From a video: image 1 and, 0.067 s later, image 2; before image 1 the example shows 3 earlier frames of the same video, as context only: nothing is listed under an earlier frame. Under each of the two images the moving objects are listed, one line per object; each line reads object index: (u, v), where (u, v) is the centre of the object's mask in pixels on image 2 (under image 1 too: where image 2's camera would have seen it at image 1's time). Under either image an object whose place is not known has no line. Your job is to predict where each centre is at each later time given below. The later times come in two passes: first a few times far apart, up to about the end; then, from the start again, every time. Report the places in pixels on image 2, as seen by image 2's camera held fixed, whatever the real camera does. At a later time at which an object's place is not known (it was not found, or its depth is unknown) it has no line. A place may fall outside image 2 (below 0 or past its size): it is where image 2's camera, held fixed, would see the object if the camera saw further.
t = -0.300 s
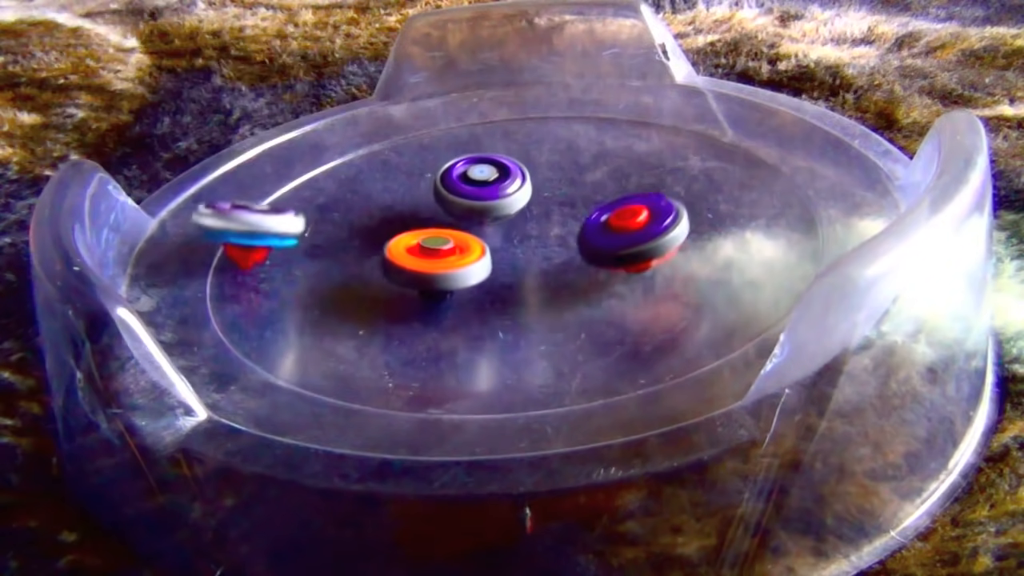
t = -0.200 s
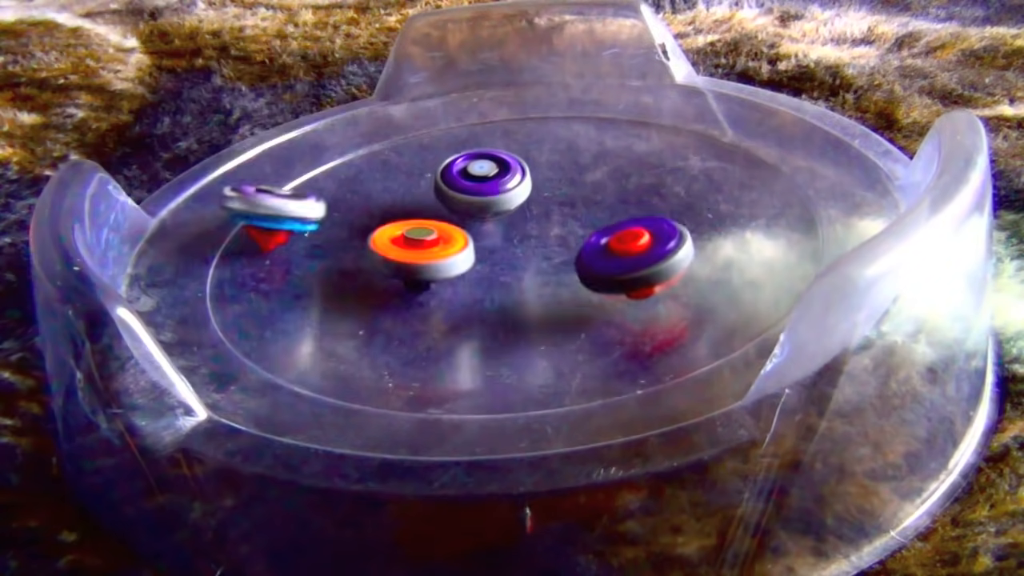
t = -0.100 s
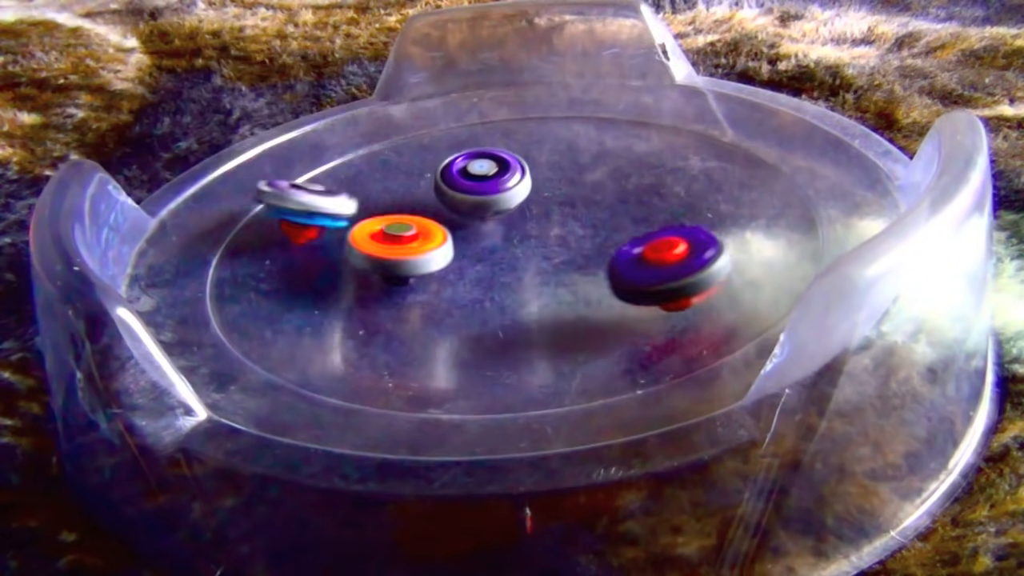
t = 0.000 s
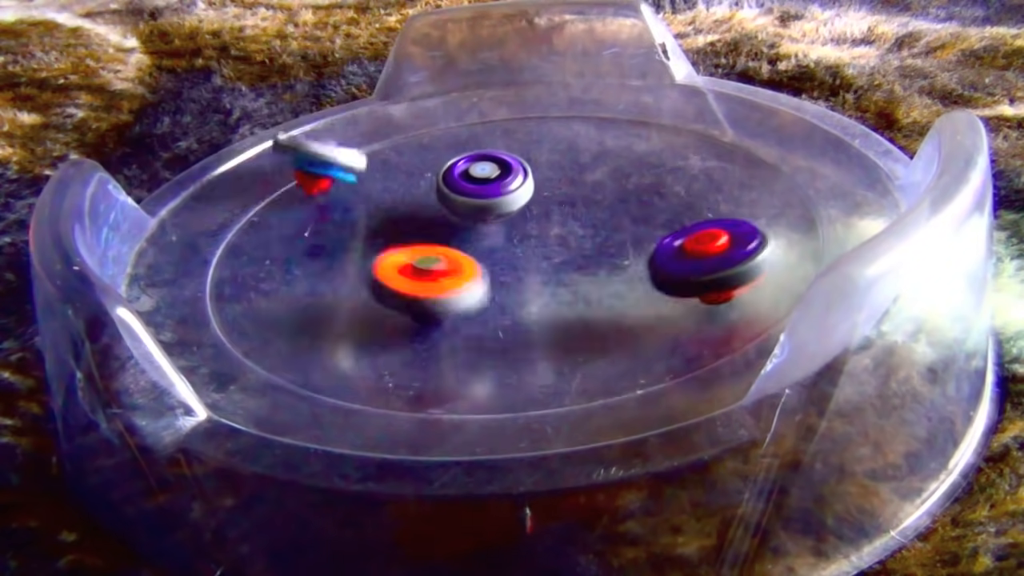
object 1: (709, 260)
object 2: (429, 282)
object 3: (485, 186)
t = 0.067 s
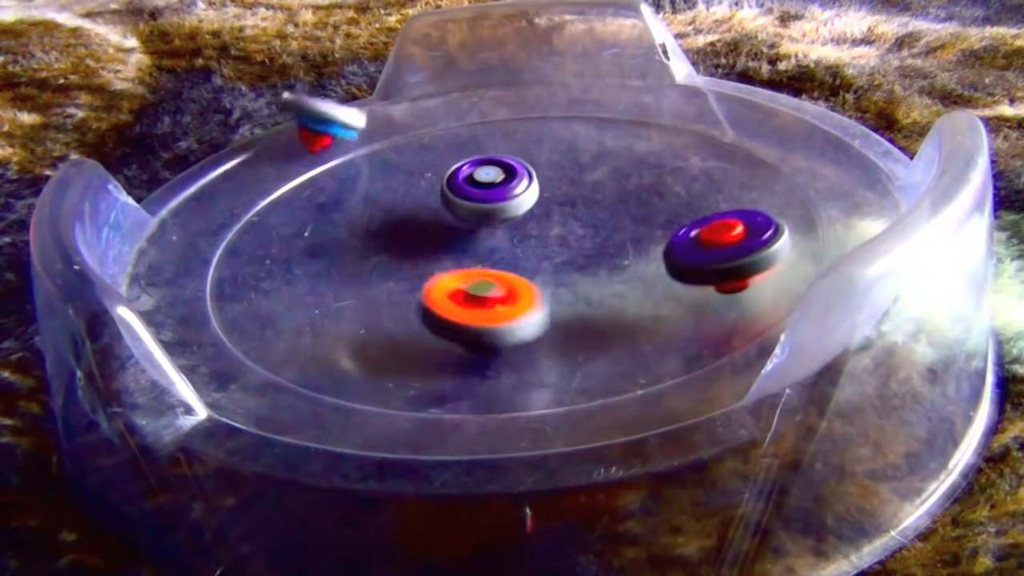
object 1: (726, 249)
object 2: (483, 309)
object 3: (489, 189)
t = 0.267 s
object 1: (686, 213)
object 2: (583, 283)
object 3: (521, 199)
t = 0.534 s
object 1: (648, 179)
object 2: (504, 254)
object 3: (464, 200)
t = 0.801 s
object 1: (574, 217)
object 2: (593, 286)
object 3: (468, 184)
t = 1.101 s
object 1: (567, 272)
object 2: (745, 232)
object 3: (324, 234)
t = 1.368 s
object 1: (697, 238)
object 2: (638, 175)
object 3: (543, 292)
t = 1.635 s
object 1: (696, 168)
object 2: (488, 186)
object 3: (601, 215)
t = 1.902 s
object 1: (525, 172)
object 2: (274, 250)
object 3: (480, 233)
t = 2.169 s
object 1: (376, 238)
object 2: (282, 322)
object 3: (581, 291)
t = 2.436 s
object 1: (486, 303)
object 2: (399, 355)
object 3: (670, 207)
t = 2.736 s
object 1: (563, 253)
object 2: (541, 320)
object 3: (735, 208)
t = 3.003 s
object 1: (426, 264)
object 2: (577, 267)
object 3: (544, 198)
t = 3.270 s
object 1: (451, 327)
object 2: (509, 223)
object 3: (400, 246)
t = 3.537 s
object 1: (611, 276)
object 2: (434, 218)
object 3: (419, 305)
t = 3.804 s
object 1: (519, 215)
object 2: (386, 226)
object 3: (541, 288)
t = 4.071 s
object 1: (426, 208)
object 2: (331, 254)
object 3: (527, 240)
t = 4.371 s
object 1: (339, 207)
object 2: (417, 304)
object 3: (463, 236)
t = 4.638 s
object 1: (333, 268)
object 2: (583, 269)
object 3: (455, 232)
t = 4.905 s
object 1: (497, 281)
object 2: (636, 199)
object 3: (426, 223)
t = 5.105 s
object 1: (565, 226)
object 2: (574, 166)
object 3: (419, 227)
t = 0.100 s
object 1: (728, 244)
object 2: (513, 313)
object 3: (493, 191)
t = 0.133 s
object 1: (725, 238)
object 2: (542, 310)
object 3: (498, 193)
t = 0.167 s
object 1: (715, 233)
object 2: (568, 303)
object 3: (503, 195)
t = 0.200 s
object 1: (700, 231)
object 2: (588, 292)
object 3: (509, 197)
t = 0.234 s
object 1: (684, 228)
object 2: (600, 282)
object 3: (515, 198)
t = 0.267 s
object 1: (686, 213)
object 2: (583, 283)
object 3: (521, 199)
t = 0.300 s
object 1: (678, 202)
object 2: (570, 279)
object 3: (529, 198)
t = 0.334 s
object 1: (661, 196)
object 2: (562, 274)
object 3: (536, 198)
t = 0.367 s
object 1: (643, 195)
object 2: (558, 267)
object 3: (533, 197)
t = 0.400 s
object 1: (638, 196)
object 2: (559, 257)
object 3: (518, 195)
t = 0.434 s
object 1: (623, 198)
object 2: (556, 250)
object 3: (510, 195)
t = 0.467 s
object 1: (615, 193)
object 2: (535, 252)
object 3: (508, 196)
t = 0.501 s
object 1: (632, 184)
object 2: (519, 252)
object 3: (488, 197)
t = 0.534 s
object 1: (648, 179)
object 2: (504, 254)
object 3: (464, 200)
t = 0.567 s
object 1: (651, 178)
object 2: (510, 273)
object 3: (501, 188)
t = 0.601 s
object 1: (643, 180)
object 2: (517, 289)
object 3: (523, 182)
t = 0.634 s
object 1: (634, 183)
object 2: (527, 299)
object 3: (529, 176)
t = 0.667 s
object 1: (632, 189)
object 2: (536, 304)
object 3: (516, 171)
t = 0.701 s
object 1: (622, 196)
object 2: (548, 306)
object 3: (503, 171)
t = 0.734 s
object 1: (606, 203)
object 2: (563, 302)
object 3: (490, 173)
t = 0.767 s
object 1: (589, 210)
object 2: (578, 295)
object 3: (478, 177)
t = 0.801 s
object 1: (574, 217)
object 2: (593, 286)
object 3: (468, 184)
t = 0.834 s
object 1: (559, 223)
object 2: (605, 276)
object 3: (462, 192)
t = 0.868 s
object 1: (543, 233)
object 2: (620, 269)
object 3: (459, 201)
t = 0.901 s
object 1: (555, 239)
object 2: (646, 271)
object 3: (427, 189)
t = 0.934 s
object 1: (567, 251)
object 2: (667, 269)
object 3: (393, 182)
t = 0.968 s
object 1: (565, 257)
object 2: (699, 266)
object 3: (367, 180)
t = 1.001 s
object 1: (561, 261)
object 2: (724, 261)
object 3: (346, 186)
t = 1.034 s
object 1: (561, 264)
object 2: (738, 253)
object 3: (332, 198)
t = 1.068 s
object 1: (563, 268)
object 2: (744, 243)
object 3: (324, 214)
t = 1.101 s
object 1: (567, 272)
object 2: (745, 232)
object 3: (324, 234)
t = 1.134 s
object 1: (575, 275)
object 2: (742, 221)
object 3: (336, 252)
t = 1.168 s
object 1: (584, 277)
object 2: (735, 211)
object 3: (357, 271)
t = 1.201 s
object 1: (594, 278)
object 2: (726, 201)
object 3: (388, 285)
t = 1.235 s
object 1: (603, 277)
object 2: (714, 193)
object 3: (429, 294)
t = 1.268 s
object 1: (612, 275)
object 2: (698, 186)
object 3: (476, 296)
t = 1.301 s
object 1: (643, 265)
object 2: (680, 181)
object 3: (500, 298)
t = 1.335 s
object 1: (677, 251)
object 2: (659, 177)
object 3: (516, 297)
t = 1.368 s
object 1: (697, 238)
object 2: (638, 175)
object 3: (543, 292)
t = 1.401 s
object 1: (702, 227)
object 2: (629, 177)
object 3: (574, 283)
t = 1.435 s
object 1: (699, 216)
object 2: (626, 181)
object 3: (603, 269)
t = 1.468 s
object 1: (705, 208)
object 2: (611, 182)
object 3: (621, 258)
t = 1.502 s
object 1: (720, 200)
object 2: (583, 177)
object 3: (629, 248)
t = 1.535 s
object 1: (726, 193)
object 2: (556, 177)
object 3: (629, 240)
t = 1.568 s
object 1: (722, 183)
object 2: (532, 178)
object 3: (625, 230)
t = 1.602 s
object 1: (709, 176)
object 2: (510, 181)
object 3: (619, 220)
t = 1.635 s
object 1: (696, 168)
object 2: (488, 186)
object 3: (601, 215)
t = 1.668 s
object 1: (675, 164)
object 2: (467, 191)
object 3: (585, 208)
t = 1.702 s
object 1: (652, 162)
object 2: (446, 199)
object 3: (566, 205)
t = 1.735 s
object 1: (626, 162)
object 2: (430, 206)
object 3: (544, 204)
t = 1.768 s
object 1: (601, 164)
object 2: (413, 214)
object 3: (518, 205)
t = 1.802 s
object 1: (578, 166)
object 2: (383, 223)
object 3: (503, 211)
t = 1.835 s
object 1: (566, 164)
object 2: (336, 232)
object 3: (498, 218)
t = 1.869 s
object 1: (548, 166)
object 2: (299, 240)
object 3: (488, 226)
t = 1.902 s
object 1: (525, 172)
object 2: (274, 250)
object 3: (480, 233)
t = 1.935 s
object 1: (502, 180)
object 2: (260, 261)
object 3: (475, 241)
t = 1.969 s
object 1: (480, 189)
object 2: (253, 271)
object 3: (474, 247)
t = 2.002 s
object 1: (461, 199)
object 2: (251, 281)
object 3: (477, 253)
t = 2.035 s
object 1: (441, 213)
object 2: (252, 290)
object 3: (485, 260)
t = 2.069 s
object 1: (420, 216)
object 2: (256, 299)
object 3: (505, 278)
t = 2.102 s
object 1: (401, 219)
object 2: (265, 307)
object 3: (527, 288)
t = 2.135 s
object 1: (386, 227)
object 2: (273, 315)
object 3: (553, 292)
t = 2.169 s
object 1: (376, 238)
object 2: (282, 322)
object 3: (581, 291)
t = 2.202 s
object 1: (371, 251)
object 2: (294, 329)
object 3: (610, 284)
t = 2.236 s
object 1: (369, 263)
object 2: (307, 334)
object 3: (635, 273)
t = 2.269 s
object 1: (376, 273)
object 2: (323, 337)
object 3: (655, 263)
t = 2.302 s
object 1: (388, 281)
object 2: (340, 340)
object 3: (669, 250)
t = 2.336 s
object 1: (409, 288)
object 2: (354, 345)
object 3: (677, 237)
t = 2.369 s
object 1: (435, 295)
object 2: (367, 351)
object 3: (678, 227)
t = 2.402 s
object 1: (462, 300)
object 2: (383, 354)
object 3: (674, 217)
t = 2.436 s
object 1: (486, 303)
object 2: (399, 355)
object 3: (670, 207)
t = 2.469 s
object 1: (510, 306)
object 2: (414, 355)
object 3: (781, 195)
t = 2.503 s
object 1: (534, 304)
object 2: (429, 353)
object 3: (856, 177)
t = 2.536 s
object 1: (559, 300)
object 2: (447, 351)
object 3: (846, 154)
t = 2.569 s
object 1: (581, 293)
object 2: (464, 345)
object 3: (825, 150)
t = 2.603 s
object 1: (601, 284)
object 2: (477, 342)
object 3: (802, 180)
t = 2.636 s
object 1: (617, 274)
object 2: (493, 337)
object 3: (770, 228)
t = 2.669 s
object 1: (627, 265)
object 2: (510, 332)
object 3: (740, 224)
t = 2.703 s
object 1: (590, 262)
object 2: (526, 326)
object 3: (743, 215)
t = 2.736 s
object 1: (563, 253)
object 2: (541, 320)
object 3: (735, 208)
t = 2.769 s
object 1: (541, 248)
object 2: (553, 314)
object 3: (721, 200)
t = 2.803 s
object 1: (522, 245)
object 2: (562, 307)
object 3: (702, 194)
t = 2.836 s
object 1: (505, 246)
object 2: (570, 300)
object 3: (680, 190)
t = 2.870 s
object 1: (488, 247)
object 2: (575, 292)
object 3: (656, 188)
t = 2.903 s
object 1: (471, 251)
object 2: (578, 285)
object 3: (630, 187)
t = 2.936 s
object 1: (454, 255)
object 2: (579, 279)
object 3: (602, 190)
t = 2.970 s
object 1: (438, 260)
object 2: (579, 273)
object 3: (572, 194)
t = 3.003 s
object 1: (426, 264)
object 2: (577, 267)
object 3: (544, 198)
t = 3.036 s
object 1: (417, 269)
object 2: (573, 261)
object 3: (517, 203)
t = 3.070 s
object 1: (411, 276)
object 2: (568, 253)
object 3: (489, 213)
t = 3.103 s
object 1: (408, 283)
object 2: (561, 247)
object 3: (467, 220)
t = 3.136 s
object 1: (409, 290)
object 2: (553, 241)
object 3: (447, 226)
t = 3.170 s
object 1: (413, 297)
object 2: (543, 235)
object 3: (430, 234)
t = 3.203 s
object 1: (416, 314)
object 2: (532, 231)
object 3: (417, 238)
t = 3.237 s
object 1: (428, 323)
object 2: (520, 227)
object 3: (407, 241)
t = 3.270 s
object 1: (451, 327)
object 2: (509, 223)
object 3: (400, 246)
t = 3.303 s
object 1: (477, 329)
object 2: (497, 221)
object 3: (392, 254)
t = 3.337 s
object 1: (506, 327)
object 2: (485, 219)
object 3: (385, 262)
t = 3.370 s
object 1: (533, 323)
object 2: (473, 218)
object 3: (381, 272)
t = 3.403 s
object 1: (558, 316)
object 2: (462, 217)
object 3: (381, 280)
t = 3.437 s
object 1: (580, 307)
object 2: (452, 217)
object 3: (386, 289)
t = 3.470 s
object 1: (595, 297)
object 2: (445, 216)
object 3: (394, 295)
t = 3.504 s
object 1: (606, 286)
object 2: (438, 217)
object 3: (405, 301)
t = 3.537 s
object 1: (611, 276)
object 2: (434, 218)
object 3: (419, 305)
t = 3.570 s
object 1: (610, 265)
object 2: (429, 220)
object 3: (436, 307)
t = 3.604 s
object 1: (605, 255)
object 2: (425, 220)
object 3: (455, 308)
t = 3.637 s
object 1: (595, 246)
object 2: (421, 221)
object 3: (473, 308)
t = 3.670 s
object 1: (582, 238)
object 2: (418, 222)
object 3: (489, 306)
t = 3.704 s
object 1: (564, 230)
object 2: (414, 223)
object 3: (505, 302)
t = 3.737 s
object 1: (544, 225)
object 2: (411, 224)
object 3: (519, 298)
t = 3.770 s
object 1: (521, 220)
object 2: (408, 224)
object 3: (531, 294)
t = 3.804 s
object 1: (519, 215)
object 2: (386, 226)
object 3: (541, 288)
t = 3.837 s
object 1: (525, 211)
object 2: (359, 227)
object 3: (547, 281)
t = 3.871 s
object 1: (524, 208)
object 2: (342, 230)
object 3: (551, 275)
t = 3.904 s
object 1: (515, 205)
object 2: (334, 234)
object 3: (552, 270)
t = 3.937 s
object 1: (500, 204)
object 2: (329, 238)
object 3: (551, 263)
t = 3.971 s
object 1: (482, 203)
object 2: (328, 242)
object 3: (549, 256)
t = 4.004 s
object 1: (463, 203)
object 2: (328, 246)
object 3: (543, 251)
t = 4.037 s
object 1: (445, 205)
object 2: (329, 250)
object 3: (536, 245)
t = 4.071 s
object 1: (426, 208)
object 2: (331, 254)
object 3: (527, 240)
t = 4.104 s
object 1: (411, 211)
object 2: (335, 258)
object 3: (517, 237)
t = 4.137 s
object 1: (399, 212)
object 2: (340, 261)
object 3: (505, 234)
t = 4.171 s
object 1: (393, 211)
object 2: (338, 271)
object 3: (492, 232)
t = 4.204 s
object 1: (394, 204)
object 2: (333, 284)
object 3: (483, 232)
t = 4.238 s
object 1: (385, 198)
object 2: (341, 293)
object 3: (481, 234)
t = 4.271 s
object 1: (375, 195)
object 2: (356, 298)
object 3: (476, 235)
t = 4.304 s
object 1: (363, 198)
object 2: (375, 302)
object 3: (471, 236)
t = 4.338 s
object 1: (350, 203)
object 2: (395, 304)
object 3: (467, 236)
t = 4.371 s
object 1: (339, 207)
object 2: (417, 304)
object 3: (463, 236)
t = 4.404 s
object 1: (330, 214)
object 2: (438, 303)
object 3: (458, 236)
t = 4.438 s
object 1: (324, 221)
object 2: (460, 300)
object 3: (454, 236)
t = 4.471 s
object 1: (321, 228)
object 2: (480, 297)
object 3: (450, 237)
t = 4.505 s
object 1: (322, 237)
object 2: (499, 292)
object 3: (446, 239)
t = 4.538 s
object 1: (328, 245)
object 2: (516, 286)
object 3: (444, 241)
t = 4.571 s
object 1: (336, 253)
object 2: (530, 279)
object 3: (446, 243)
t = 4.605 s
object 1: (341, 260)
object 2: (547, 273)
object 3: (452, 242)
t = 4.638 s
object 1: (333, 268)
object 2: (583, 269)
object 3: (455, 232)
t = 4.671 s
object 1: (339, 277)
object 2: (610, 264)
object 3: (454, 226)
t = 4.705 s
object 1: (356, 282)
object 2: (627, 256)
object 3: (451, 224)
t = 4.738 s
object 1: (377, 287)
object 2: (637, 246)
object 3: (447, 223)
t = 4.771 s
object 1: (400, 290)
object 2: (642, 236)
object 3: (443, 222)
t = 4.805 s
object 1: (425, 292)
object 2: (644, 226)
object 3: (438, 221)
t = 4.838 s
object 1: (449, 290)
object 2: (644, 216)
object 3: (434, 221)
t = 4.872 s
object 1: (473, 287)
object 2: (641, 207)
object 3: (430, 221)
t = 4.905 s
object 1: (497, 281)
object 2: (636, 199)
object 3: (426, 223)
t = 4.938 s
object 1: (517, 274)
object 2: (630, 192)
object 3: (424, 223)
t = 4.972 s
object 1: (533, 265)
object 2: (621, 185)
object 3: (422, 224)
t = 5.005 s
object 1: (547, 255)
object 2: (610, 179)
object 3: (420, 225)
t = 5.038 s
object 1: (558, 243)
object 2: (599, 174)
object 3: (419, 226)
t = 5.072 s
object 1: (564, 234)
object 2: (587, 171)
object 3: (419, 226)
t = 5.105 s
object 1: (565, 226)
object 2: (574, 166)
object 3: (419, 227)
